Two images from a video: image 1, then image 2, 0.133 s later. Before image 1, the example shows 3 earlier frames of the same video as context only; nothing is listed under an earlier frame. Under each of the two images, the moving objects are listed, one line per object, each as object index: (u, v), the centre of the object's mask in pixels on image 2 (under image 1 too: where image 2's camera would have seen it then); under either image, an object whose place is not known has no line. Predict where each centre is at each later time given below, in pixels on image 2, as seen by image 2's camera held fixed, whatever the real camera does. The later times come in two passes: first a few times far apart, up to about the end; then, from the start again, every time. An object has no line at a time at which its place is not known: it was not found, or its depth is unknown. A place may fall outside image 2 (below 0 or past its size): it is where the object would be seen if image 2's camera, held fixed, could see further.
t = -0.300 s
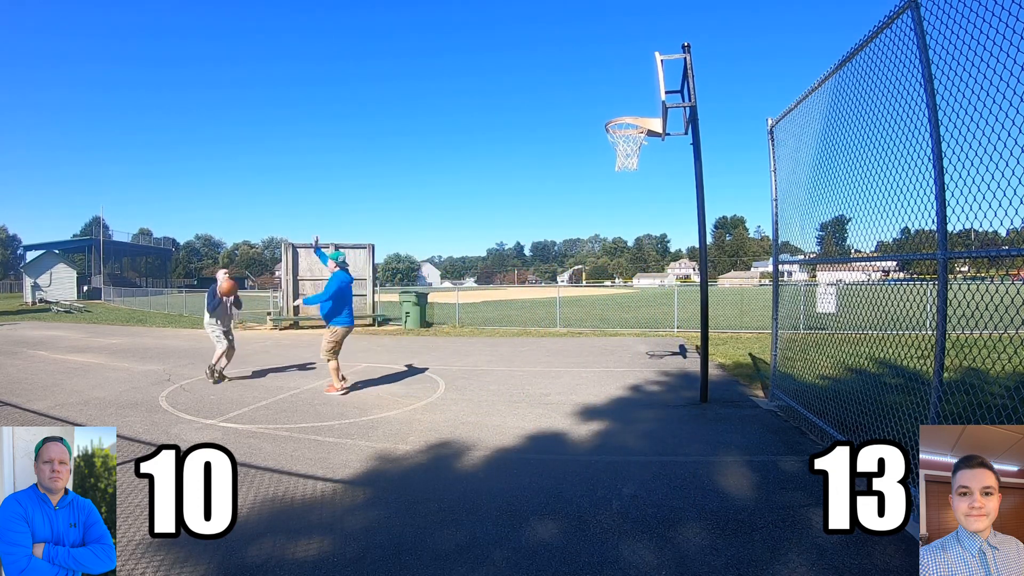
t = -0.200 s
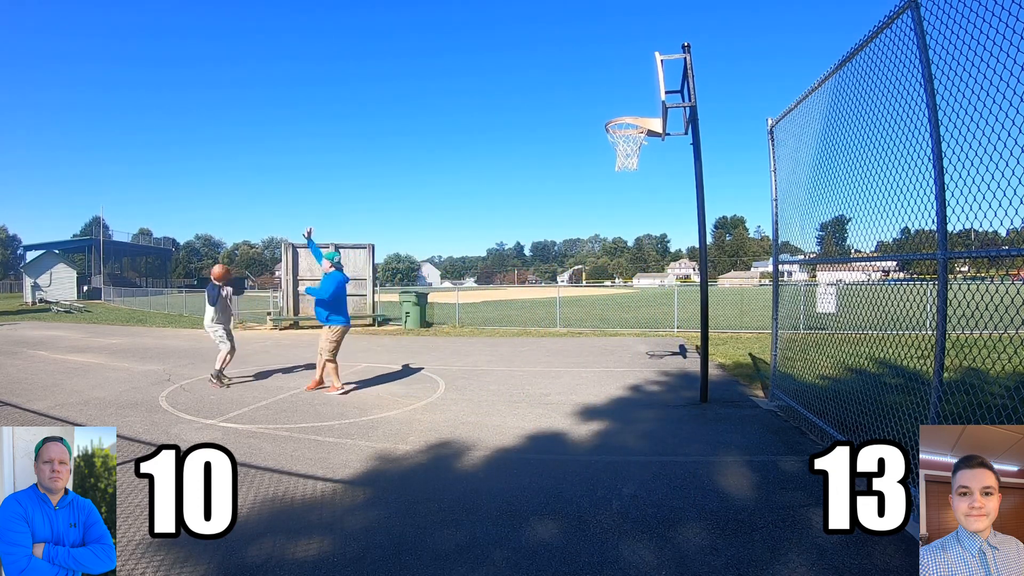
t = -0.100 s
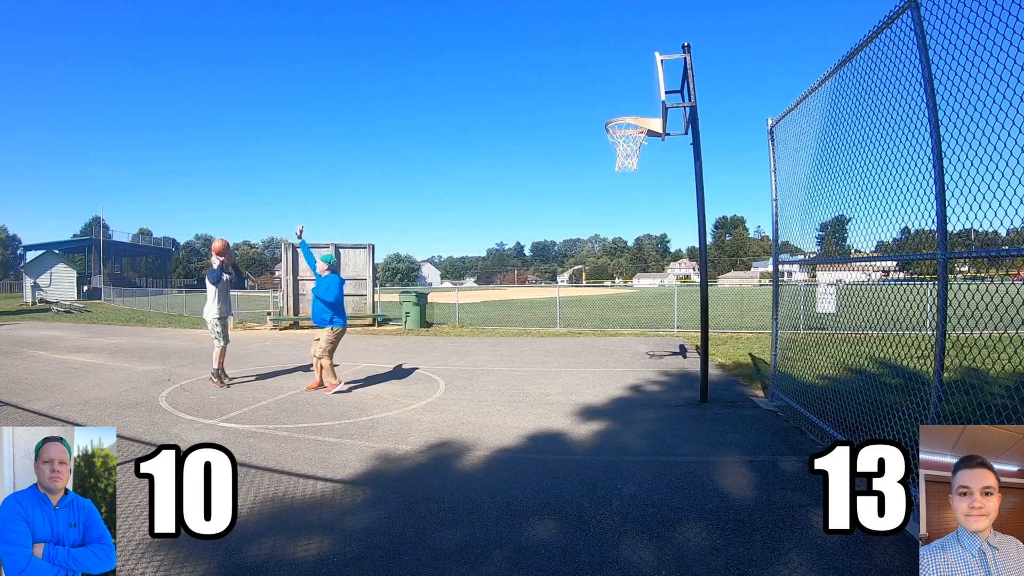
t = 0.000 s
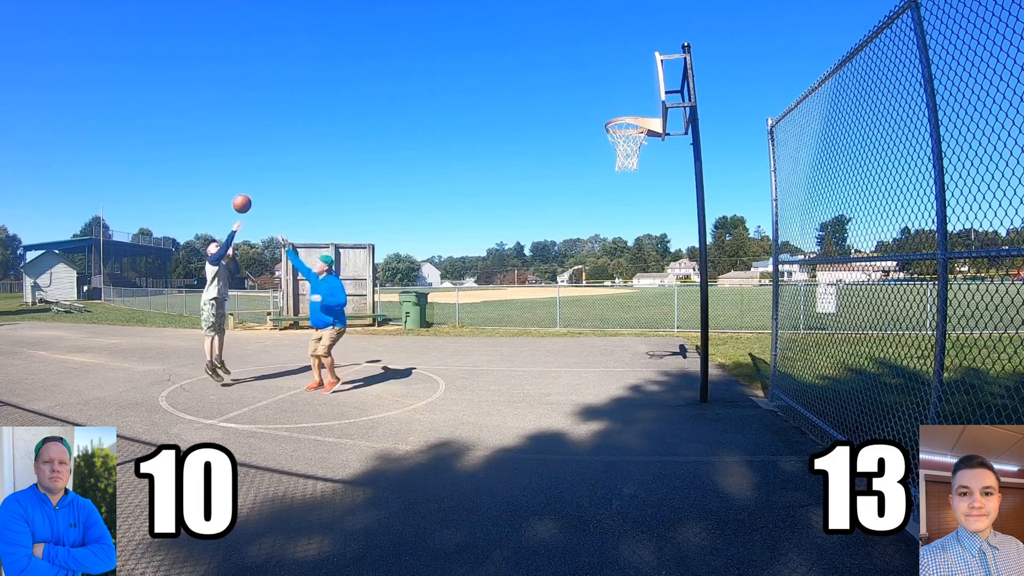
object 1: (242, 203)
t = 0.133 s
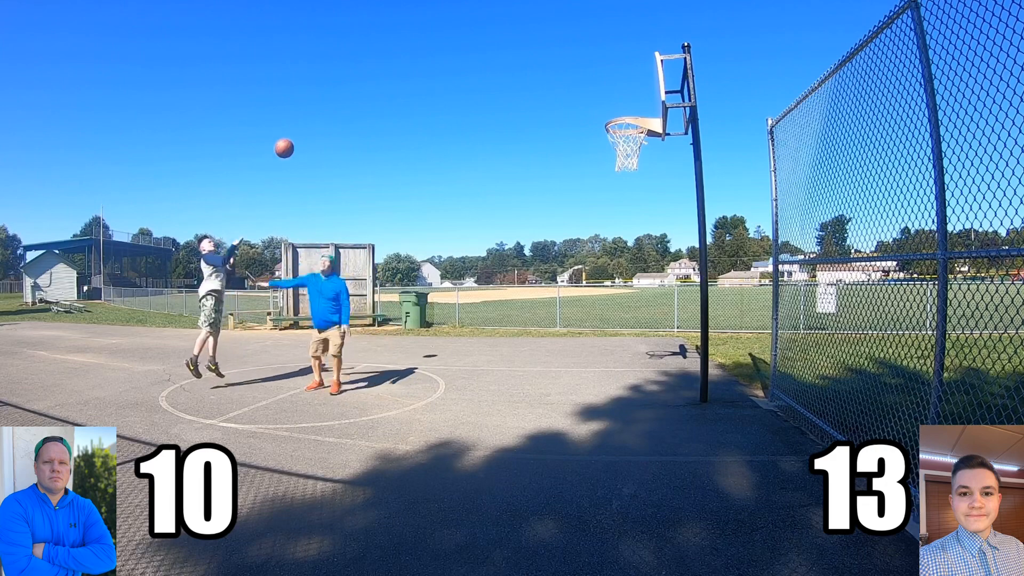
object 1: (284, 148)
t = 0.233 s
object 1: (318, 115)
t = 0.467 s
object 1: (398, 69)
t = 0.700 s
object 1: (482, 68)
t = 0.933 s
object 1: (569, 114)
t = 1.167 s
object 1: (653, 208)
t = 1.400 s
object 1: (672, 323)
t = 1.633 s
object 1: (630, 336)
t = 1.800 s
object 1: (595, 291)
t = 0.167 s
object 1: (295, 136)
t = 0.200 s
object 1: (306, 125)
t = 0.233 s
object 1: (318, 115)
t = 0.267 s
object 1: (329, 106)
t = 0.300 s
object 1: (340, 98)
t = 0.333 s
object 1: (351, 90)
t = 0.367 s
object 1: (363, 84)
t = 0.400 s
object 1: (375, 78)
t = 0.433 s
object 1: (386, 73)
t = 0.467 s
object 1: (398, 69)
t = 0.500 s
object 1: (410, 66)
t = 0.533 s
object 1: (421, 64)
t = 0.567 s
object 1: (433, 63)
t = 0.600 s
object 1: (445, 63)
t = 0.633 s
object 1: (458, 63)
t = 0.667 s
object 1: (470, 65)
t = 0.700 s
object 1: (482, 68)
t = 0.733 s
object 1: (494, 71)
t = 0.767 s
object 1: (506, 76)
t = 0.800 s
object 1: (519, 81)
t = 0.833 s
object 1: (531, 88)
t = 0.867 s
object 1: (544, 96)
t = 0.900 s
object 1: (557, 104)
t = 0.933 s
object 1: (569, 114)
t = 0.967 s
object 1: (582, 125)
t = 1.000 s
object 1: (594, 137)
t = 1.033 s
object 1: (607, 150)
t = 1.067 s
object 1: (618, 164)
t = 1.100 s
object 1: (630, 177)
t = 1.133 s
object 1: (642, 192)
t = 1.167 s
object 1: (653, 208)
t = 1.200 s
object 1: (664, 225)
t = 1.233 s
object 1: (675, 243)
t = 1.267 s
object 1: (685, 262)
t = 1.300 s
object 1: (689, 278)
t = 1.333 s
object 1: (683, 293)
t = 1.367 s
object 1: (677, 308)
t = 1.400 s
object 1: (672, 323)
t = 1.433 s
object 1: (667, 339)
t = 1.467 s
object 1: (662, 355)
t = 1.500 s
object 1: (657, 372)
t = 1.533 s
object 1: (651, 375)
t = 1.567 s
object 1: (644, 362)
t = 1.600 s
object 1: (637, 349)
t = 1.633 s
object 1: (630, 336)
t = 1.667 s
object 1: (623, 325)
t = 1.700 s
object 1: (616, 315)
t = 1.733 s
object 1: (609, 306)
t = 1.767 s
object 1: (603, 298)
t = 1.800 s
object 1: (595, 291)
